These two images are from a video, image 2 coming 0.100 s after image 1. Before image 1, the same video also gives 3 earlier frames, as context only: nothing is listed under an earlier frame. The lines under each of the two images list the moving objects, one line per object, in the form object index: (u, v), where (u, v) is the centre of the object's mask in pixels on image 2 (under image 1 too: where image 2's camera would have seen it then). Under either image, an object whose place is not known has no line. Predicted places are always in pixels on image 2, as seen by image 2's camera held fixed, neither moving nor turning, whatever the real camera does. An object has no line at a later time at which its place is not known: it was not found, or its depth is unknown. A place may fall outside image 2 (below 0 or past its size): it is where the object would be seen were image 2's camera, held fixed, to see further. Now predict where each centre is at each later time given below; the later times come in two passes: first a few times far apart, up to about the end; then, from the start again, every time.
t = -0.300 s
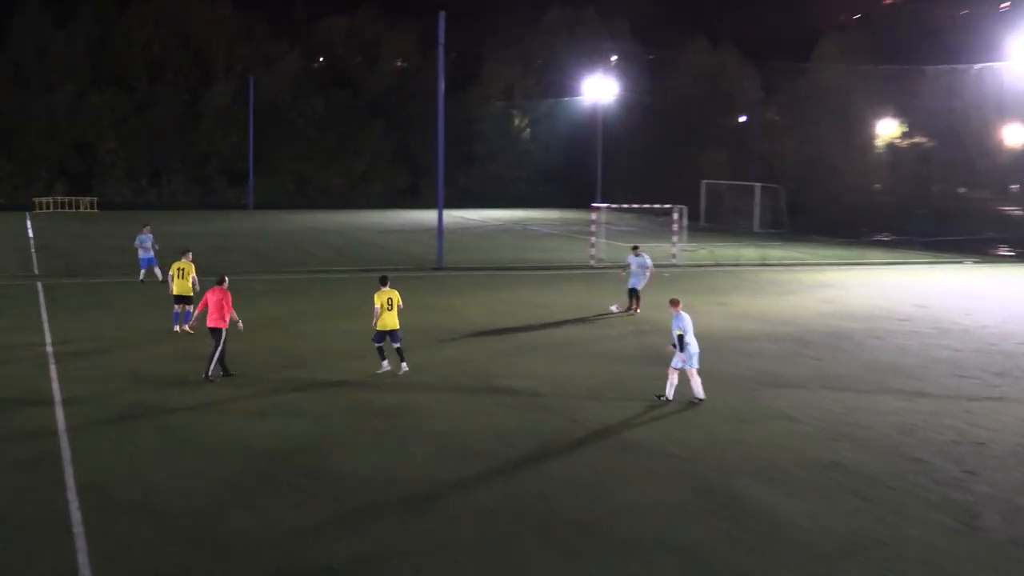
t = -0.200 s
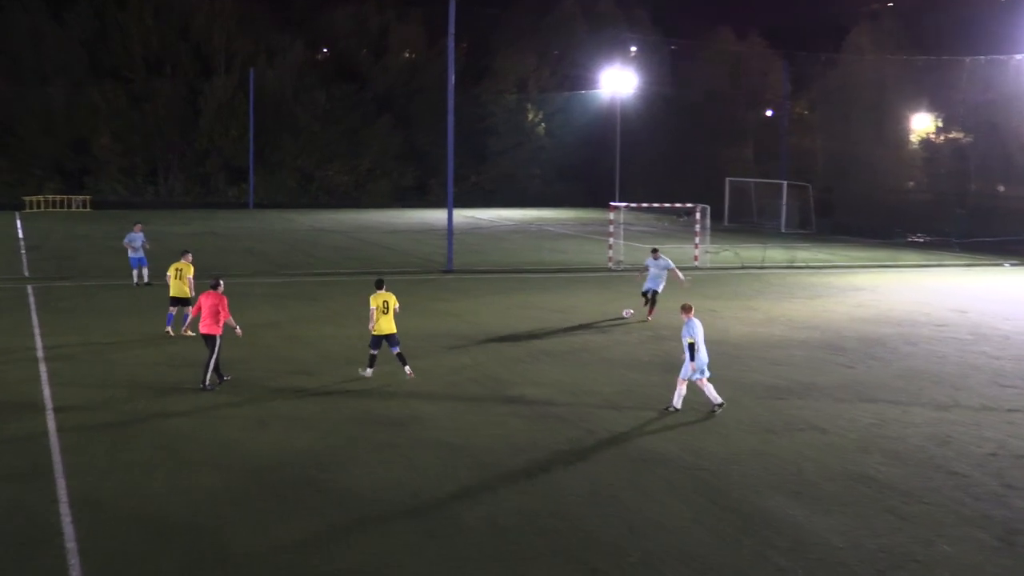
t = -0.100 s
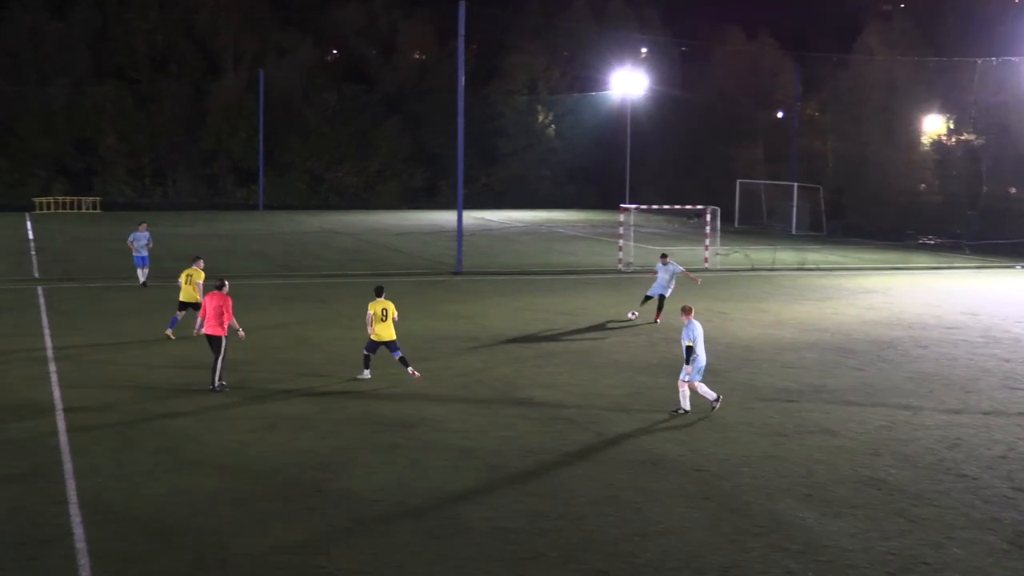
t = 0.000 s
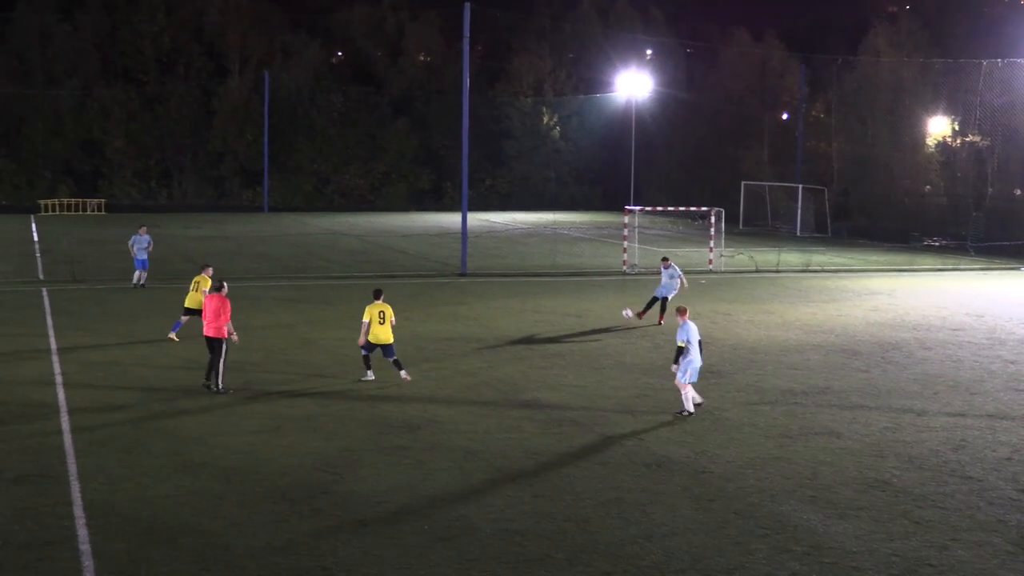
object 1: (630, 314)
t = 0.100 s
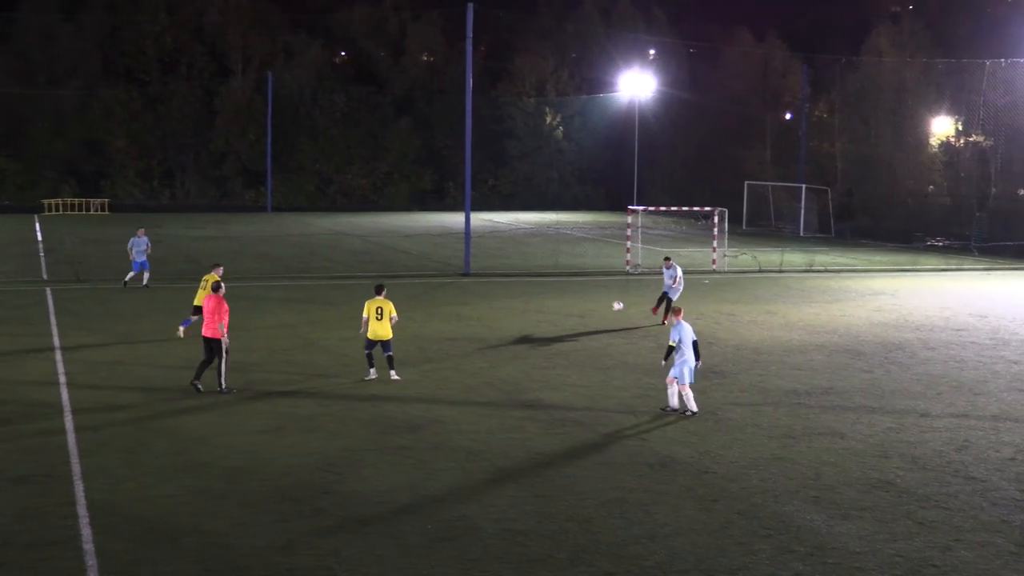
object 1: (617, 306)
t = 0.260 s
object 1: (593, 302)
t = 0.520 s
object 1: (546, 314)
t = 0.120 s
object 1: (614, 305)
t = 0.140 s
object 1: (612, 304)
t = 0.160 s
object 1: (609, 303)
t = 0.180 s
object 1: (606, 303)
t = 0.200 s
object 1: (603, 302)
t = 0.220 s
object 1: (600, 302)
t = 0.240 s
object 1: (597, 302)
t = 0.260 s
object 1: (593, 302)
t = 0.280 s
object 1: (590, 302)
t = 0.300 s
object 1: (587, 302)
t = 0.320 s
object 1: (584, 302)
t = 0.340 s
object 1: (580, 303)
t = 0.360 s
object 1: (576, 303)
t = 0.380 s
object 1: (572, 304)
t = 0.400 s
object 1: (568, 305)
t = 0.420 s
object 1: (565, 305)
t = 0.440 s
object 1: (561, 306)
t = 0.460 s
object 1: (558, 308)
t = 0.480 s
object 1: (554, 310)
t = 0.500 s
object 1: (550, 312)
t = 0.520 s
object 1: (546, 314)
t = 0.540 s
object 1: (542, 316)
